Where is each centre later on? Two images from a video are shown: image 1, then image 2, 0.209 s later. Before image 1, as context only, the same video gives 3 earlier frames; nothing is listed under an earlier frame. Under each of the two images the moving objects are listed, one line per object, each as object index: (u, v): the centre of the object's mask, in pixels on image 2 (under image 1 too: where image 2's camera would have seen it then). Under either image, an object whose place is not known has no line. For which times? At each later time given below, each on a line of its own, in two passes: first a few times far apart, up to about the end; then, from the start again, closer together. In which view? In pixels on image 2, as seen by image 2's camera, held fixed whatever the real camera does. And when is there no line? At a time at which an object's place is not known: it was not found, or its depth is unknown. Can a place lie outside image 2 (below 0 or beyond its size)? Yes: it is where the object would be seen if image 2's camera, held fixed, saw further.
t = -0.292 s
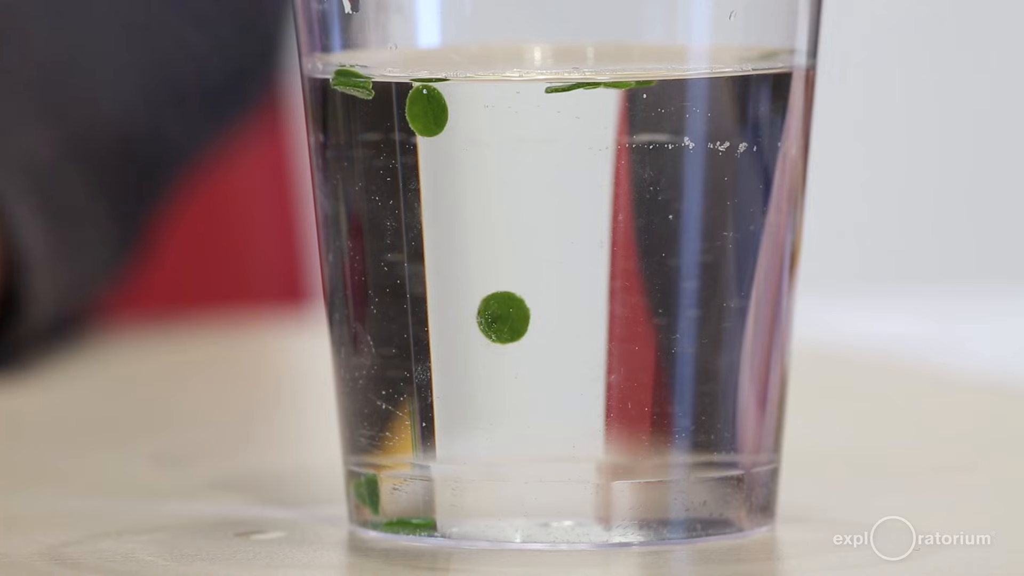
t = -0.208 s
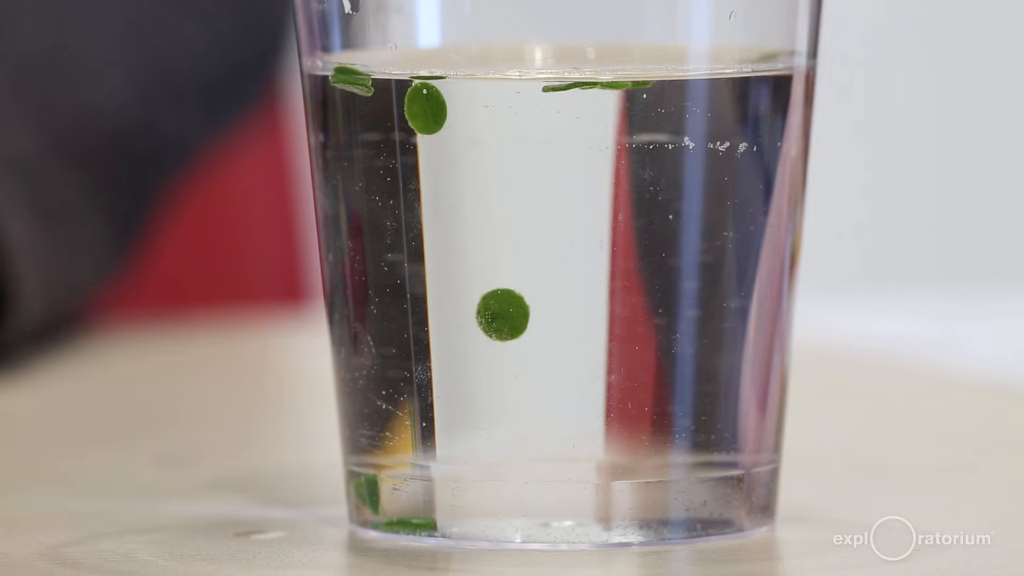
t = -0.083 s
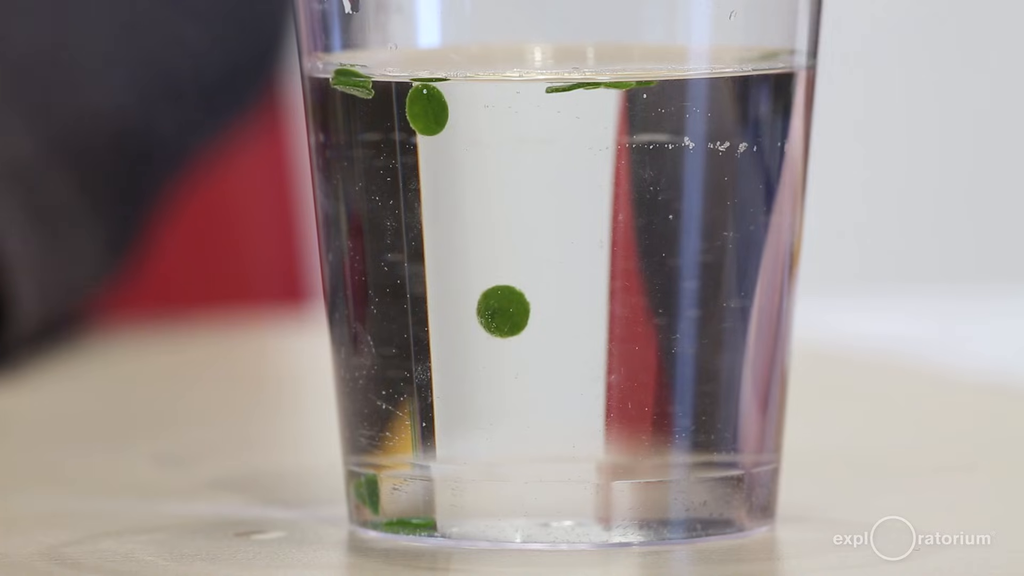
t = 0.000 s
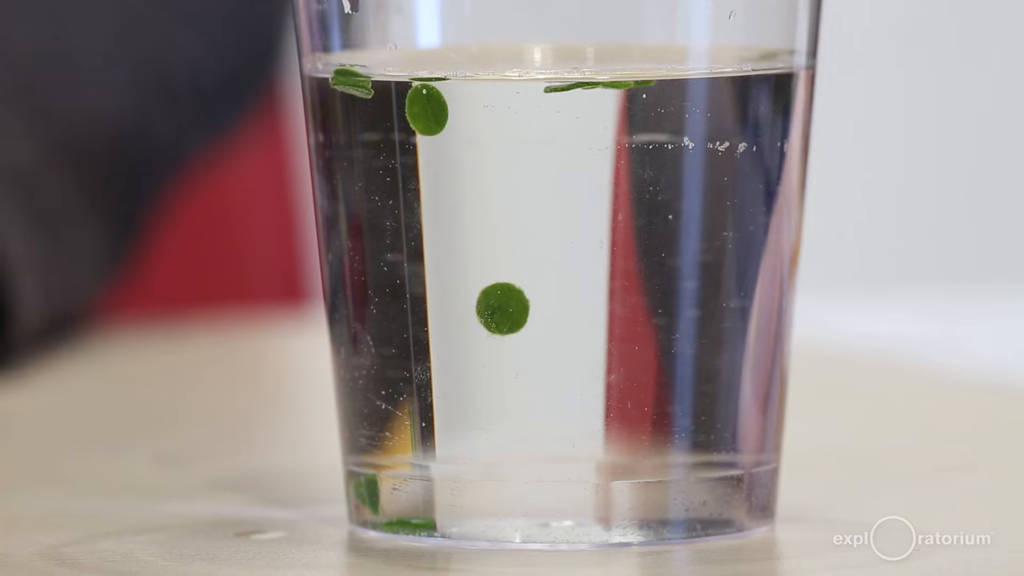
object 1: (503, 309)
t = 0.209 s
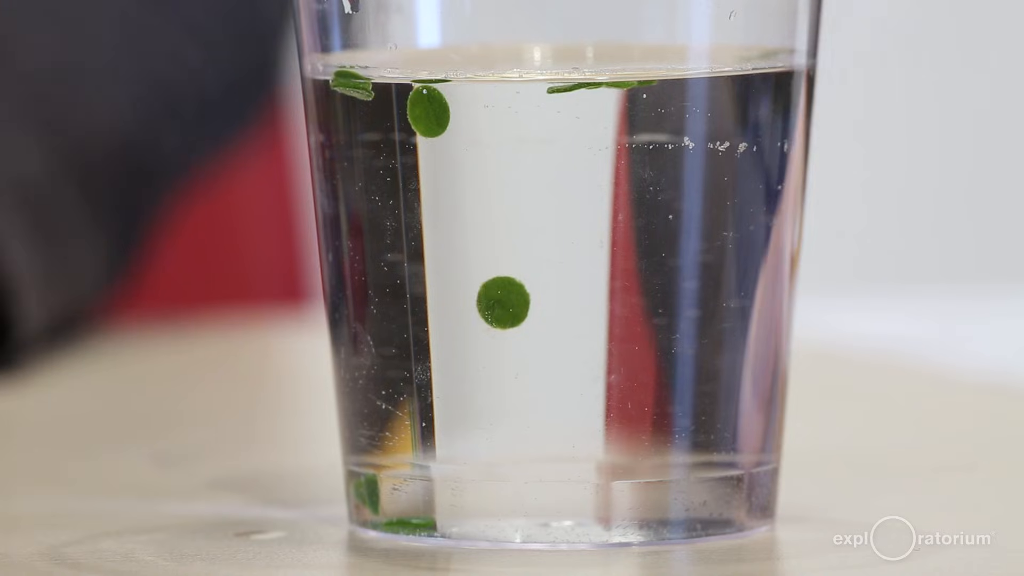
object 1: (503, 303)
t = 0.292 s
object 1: (502, 300)
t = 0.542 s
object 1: (502, 292)
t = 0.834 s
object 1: (501, 282)
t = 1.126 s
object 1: (502, 272)
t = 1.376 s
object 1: (501, 264)
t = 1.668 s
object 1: (502, 254)
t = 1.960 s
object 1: (503, 244)
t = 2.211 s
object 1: (503, 234)
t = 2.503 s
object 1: (504, 224)
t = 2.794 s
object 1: (504, 212)
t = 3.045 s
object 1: (504, 202)
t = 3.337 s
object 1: (505, 191)
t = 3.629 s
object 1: (506, 179)
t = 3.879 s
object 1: (507, 169)
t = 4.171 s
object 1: (508, 156)
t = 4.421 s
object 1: (509, 146)
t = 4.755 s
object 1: (509, 130)
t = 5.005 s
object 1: (510, 119)
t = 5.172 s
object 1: (511, 111)
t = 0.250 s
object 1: (503, 301)
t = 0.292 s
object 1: (502, 300)
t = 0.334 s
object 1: (502, 298)
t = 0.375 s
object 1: (502, 297)
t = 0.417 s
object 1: (503, 296)
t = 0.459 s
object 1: (503, 295)
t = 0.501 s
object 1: (503, 293)
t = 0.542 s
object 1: (502, 292)
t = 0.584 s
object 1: (502, 290)
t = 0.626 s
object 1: (502, 289)
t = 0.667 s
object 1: (503, 288)
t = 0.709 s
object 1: (503, 287)
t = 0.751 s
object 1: (503, 285)
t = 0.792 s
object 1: (502, 284)
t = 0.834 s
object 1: (501, 282)
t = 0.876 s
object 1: (502, 281)
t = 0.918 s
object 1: (503, 280)
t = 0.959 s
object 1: (503, 279)
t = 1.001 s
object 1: (503, 277)
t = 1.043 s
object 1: (502, 275)
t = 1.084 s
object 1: (501, 274)
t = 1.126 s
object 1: (502, 272)
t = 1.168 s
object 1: (502, 271)
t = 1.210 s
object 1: (503, 270)
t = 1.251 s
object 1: (503, 269)
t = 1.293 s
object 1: (502, 267)
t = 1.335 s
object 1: (502, 265)
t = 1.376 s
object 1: (501, 264)
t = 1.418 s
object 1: (502, 263)
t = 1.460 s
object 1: (503, 262)
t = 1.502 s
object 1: (504, 260)
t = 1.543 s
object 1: (503, 259)
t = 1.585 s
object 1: (502, 257)
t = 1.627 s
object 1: (501, 255)
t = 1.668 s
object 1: (502, 254)
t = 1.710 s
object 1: (503, 253)
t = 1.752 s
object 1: (504, 252)
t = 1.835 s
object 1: (502, 248)
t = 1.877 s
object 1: (502, 246)
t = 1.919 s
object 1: (502, 245)
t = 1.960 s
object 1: (503, 244)
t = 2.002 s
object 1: (504, 243)
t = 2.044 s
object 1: (504, 241)
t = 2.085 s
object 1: (503, 239)
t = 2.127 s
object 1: (502, 237)
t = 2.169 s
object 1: (502, 236)
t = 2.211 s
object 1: (503, 234)
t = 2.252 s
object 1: (504, 233)
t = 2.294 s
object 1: (504, 232)
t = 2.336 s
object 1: (503, 230)
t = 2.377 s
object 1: (503, 228)
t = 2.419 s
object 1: (502, 226)
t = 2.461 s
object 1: (503, 225)
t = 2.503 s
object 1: (504, 224)
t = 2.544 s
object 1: (504, 222)
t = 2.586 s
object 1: (504, 220)
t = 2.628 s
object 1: (503, 219)
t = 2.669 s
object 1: (503, 217)
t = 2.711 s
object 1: (503, 215)
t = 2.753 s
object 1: (504, 214)
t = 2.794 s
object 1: (504, 212)
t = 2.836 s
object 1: (504, 211)
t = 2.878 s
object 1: (504, 209)
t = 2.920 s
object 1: (503, 207)
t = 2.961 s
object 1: (503, 205)
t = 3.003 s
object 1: (503, 204)
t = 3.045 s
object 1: (504, 202)
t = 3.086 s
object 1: (505, 201)
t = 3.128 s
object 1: (505, 199)
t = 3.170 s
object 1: (504, 198)
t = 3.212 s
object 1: (504, 196)
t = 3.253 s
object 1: (503, 194)
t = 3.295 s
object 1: (504, 192)
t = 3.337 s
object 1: (505, 191)
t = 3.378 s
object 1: (506, 190)
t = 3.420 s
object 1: (505, 188)
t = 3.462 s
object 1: (504, 185)
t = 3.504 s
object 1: (504, 183)
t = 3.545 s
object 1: (504, 182)
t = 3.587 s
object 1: (505, 181)
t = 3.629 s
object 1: (506, 179)
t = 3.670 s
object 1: (506, 178)
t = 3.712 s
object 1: (505, 175)
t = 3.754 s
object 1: (504, 173)
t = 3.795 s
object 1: (504, 171)
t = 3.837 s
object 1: (505, 170)
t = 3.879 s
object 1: (507, 169)
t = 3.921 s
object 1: (507, 167)
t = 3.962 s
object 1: (506, 165)
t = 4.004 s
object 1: (505, 162)
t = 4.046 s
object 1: (504, 160)
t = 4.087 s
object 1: (506, 159)
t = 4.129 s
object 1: (508, 158)
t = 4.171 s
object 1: (508, 156)
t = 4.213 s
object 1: (507, 154)
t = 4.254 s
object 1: (506, 151)
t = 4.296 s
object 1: (505, 149)
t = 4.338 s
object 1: (506, 148)
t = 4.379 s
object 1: (508, 147)
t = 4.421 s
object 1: (509, 146)
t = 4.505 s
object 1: (507, 141)
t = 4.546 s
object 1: (506, 138)
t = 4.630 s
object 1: (508, 135)
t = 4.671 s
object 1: (510, 134)
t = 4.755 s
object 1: (509, 130)
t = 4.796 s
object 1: (507, 127)
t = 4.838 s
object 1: (507, 125)
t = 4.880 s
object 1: (508, 123)
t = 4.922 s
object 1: (510, 122)
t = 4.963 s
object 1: (511, 121)
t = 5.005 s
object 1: (510, 119)
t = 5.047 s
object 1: (509, 116)
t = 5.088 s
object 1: (508, 113)
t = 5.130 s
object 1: (509, 112)
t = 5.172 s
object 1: (511, 111)
